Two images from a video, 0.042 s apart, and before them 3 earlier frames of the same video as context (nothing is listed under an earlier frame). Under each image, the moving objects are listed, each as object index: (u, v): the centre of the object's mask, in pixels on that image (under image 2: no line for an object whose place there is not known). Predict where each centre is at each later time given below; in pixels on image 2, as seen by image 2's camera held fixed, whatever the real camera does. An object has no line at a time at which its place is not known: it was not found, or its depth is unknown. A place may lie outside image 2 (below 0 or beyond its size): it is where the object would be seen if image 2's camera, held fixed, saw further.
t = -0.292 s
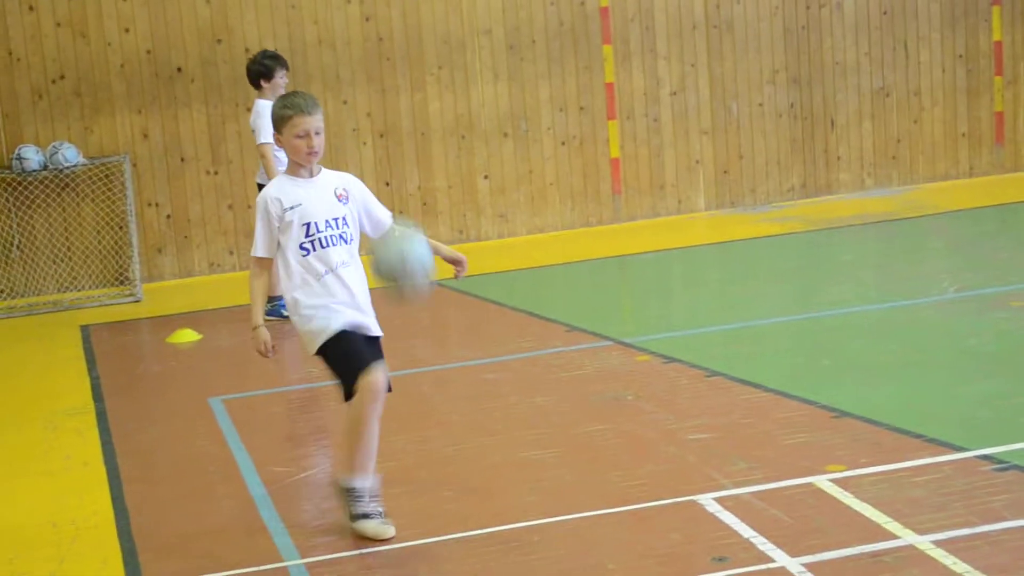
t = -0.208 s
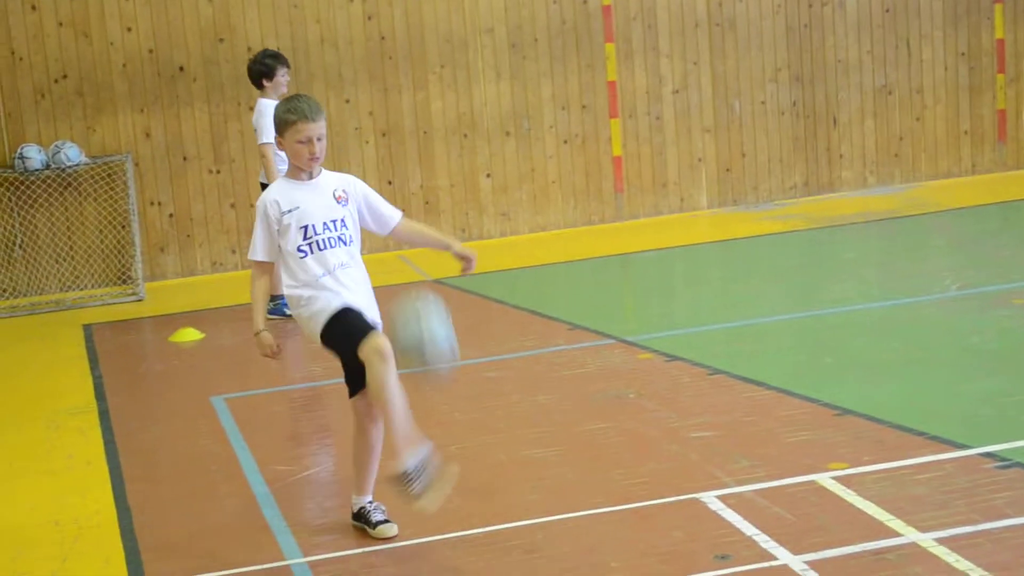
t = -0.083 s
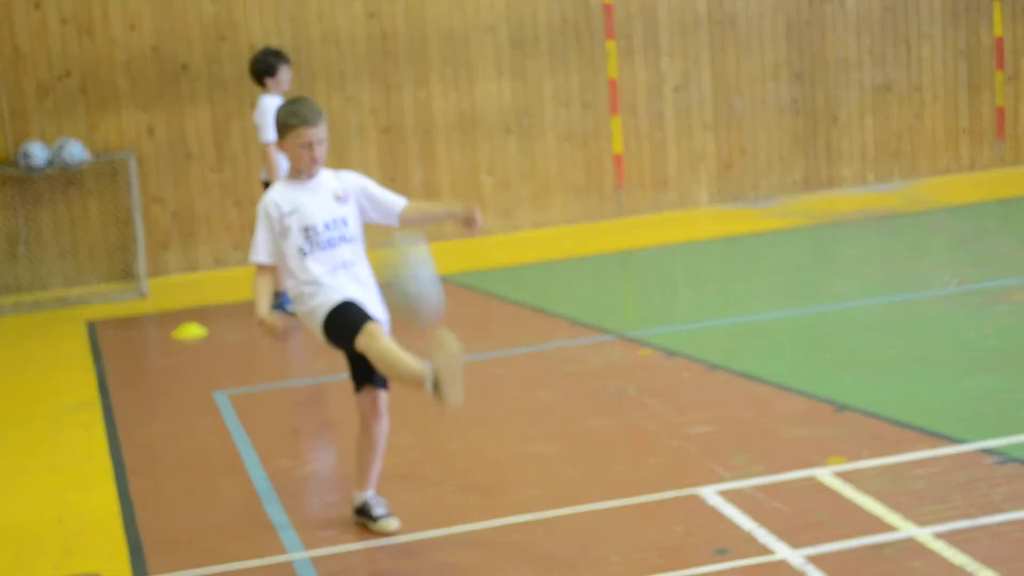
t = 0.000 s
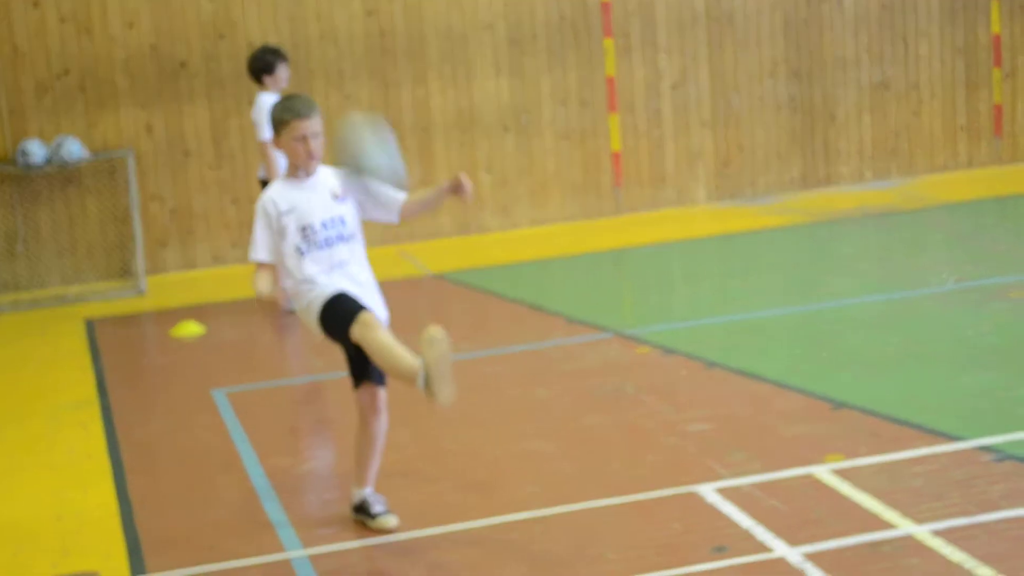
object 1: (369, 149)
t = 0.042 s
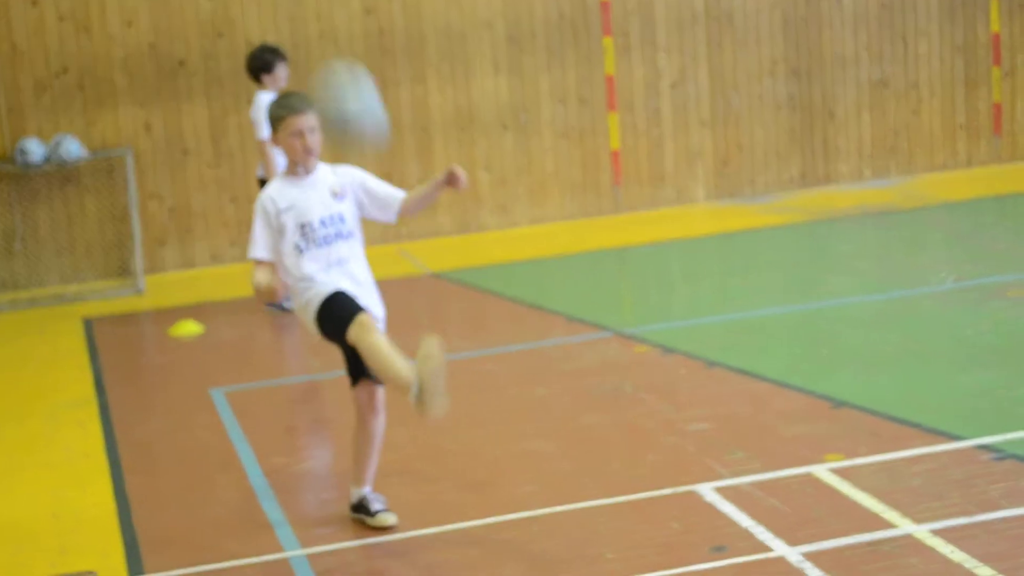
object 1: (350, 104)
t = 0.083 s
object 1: (331, 57)
